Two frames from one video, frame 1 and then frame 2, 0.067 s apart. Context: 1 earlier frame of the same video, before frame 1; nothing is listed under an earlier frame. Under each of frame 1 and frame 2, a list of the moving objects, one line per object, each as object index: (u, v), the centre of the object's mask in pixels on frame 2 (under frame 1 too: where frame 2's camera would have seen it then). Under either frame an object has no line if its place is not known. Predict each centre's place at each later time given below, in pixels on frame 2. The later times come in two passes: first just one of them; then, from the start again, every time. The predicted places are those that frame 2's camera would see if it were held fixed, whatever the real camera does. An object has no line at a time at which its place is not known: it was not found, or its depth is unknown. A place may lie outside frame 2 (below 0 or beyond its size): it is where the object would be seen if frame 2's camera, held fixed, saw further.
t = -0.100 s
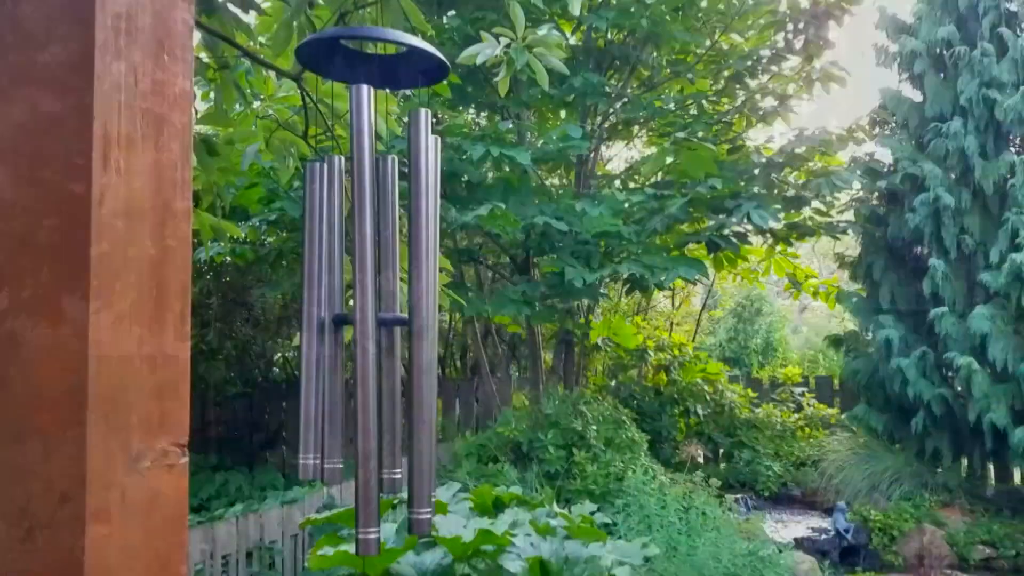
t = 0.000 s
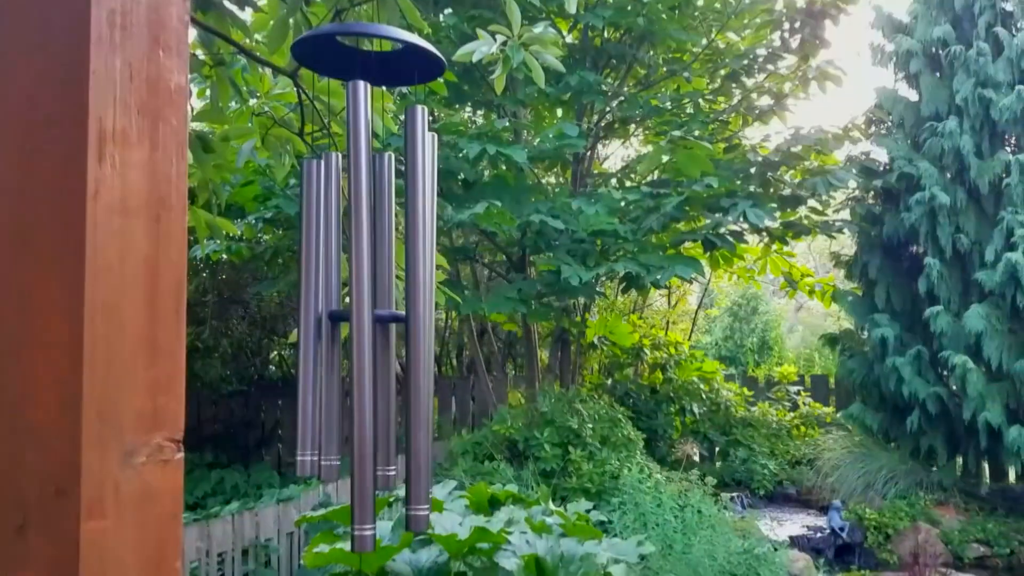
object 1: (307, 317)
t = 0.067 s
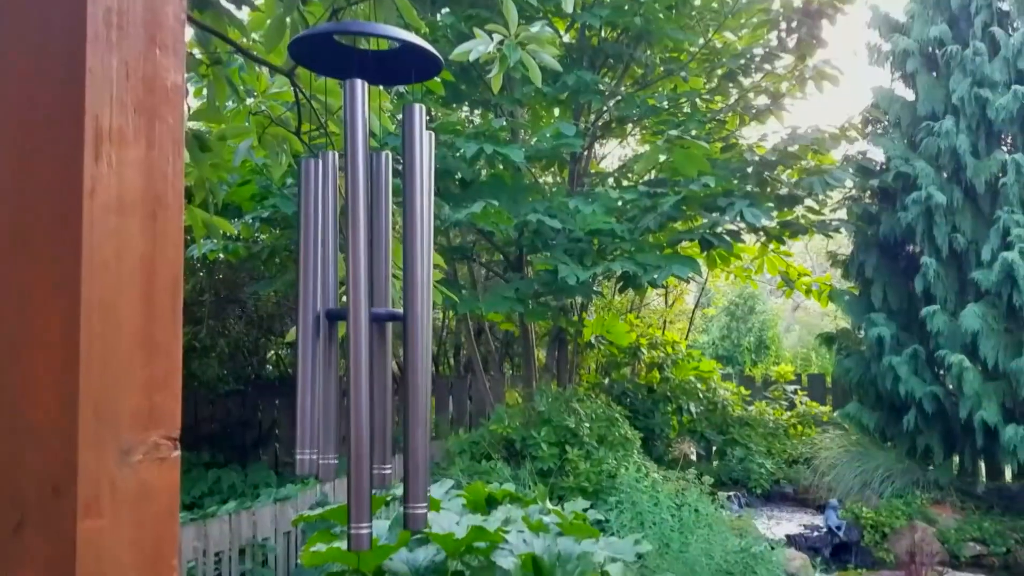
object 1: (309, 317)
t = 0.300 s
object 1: (315, 311)
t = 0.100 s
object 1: (309, 316)
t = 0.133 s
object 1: (311, 315)
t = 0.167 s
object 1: (311, 314)
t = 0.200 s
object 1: (312, 314)
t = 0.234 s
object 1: (313, 312)
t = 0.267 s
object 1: (314, 312)
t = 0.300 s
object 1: (315, 311)
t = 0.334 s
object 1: (315, 312)
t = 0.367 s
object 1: (316, 313)
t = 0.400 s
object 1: (316, 313)
